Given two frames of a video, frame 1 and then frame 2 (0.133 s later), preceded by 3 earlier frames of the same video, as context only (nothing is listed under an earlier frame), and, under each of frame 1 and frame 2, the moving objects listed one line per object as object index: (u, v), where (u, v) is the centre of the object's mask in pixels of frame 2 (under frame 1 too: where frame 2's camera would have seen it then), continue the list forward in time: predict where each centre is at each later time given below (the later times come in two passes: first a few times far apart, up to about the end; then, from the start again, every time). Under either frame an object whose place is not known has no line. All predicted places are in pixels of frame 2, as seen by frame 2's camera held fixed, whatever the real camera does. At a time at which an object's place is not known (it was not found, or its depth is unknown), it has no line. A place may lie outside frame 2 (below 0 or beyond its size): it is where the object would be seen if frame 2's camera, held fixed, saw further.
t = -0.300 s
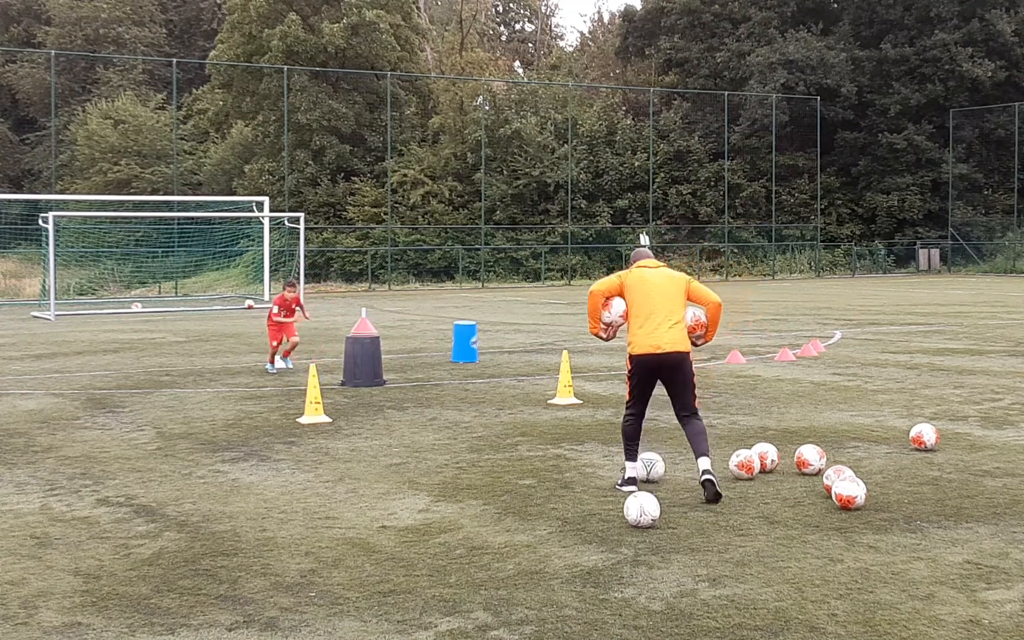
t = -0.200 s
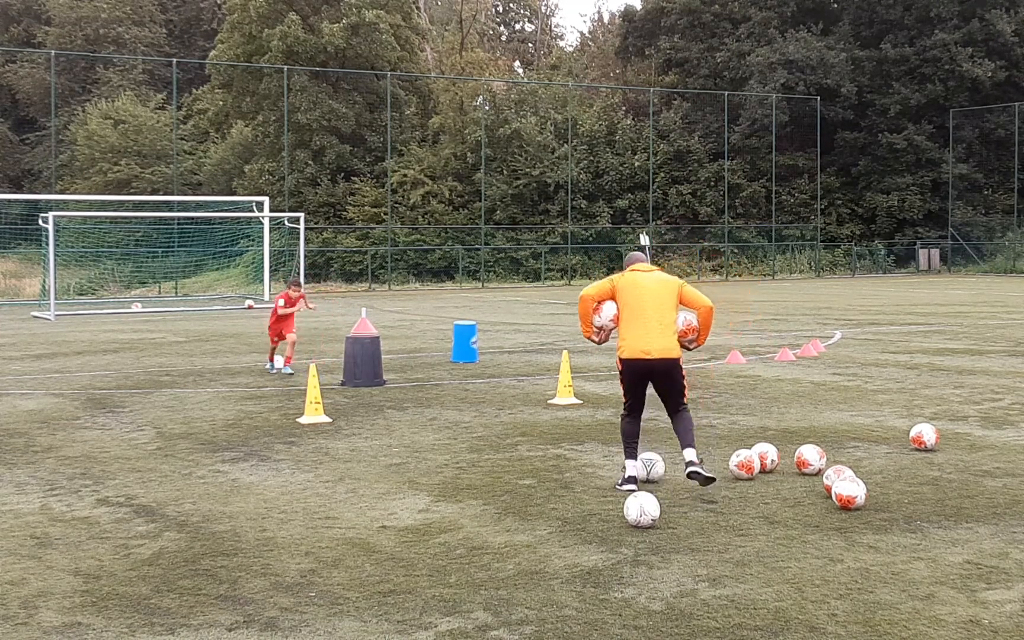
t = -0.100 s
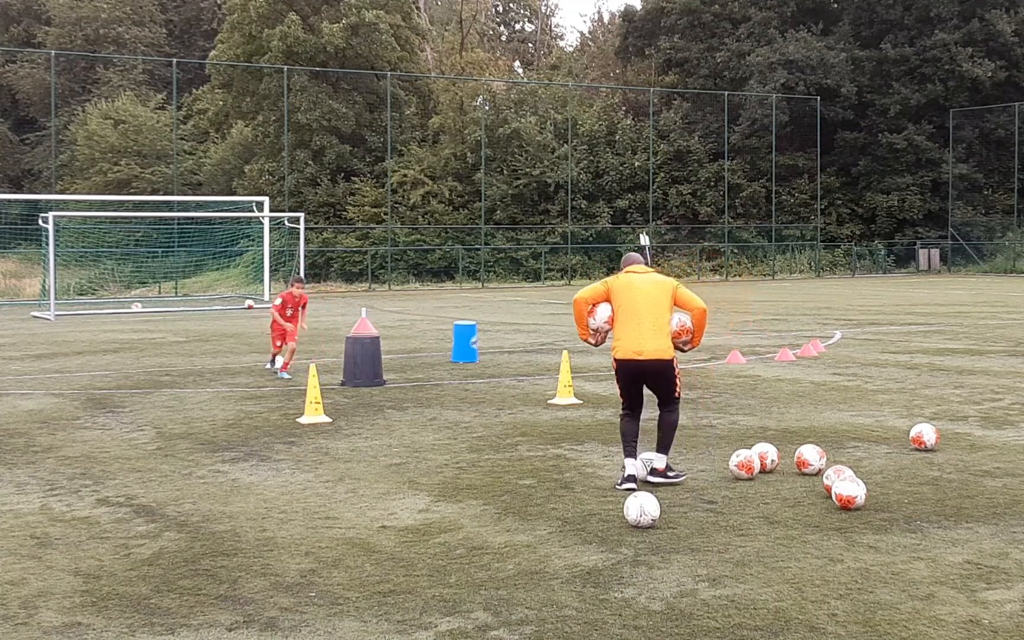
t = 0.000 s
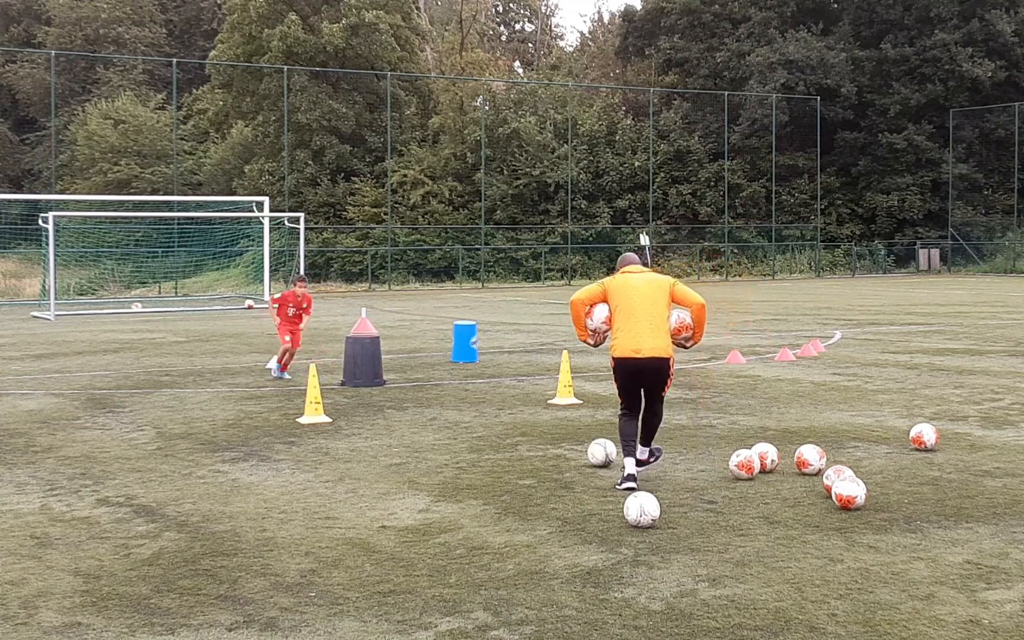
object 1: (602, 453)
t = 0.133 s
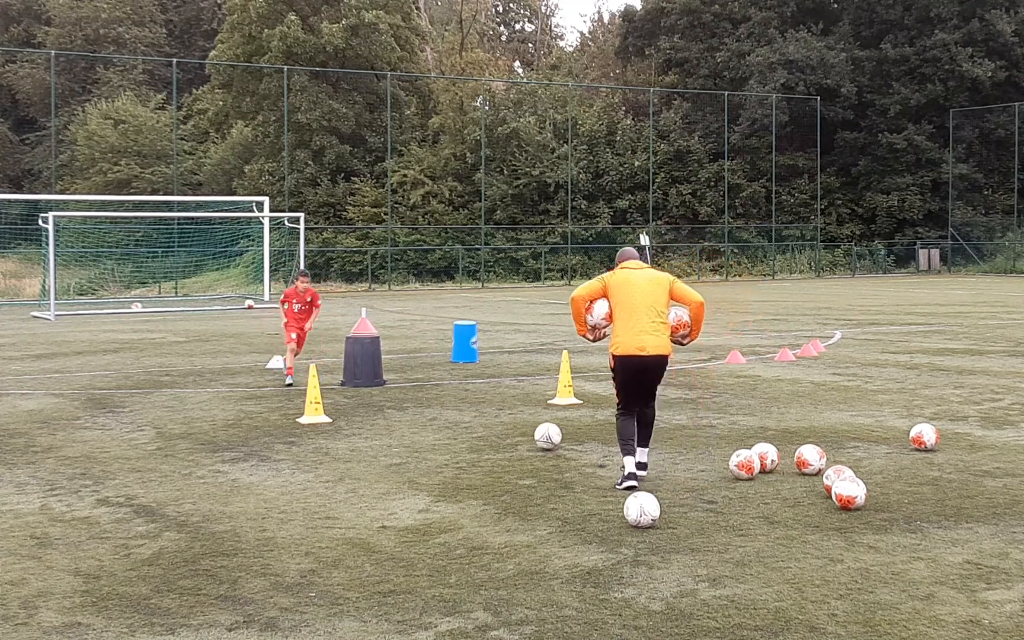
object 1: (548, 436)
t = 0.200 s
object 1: (526, 428)
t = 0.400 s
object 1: (474, 416)
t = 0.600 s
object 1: (436, 404)
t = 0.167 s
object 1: (536, 434)
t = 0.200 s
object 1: (526, 428)
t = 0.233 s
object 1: (516, 425)
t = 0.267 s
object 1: (507, 423)
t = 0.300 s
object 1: (498, 422)
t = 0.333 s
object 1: (489, 421)
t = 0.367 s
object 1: (482, 417)
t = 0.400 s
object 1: (474, 416)
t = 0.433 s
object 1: (467, 414)
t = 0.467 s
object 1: (461, 411)
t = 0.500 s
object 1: (454, 409)
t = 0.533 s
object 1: (448, 408)
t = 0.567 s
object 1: (441, 407)
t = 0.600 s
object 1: (436, 404)
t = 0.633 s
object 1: (430, 401)
